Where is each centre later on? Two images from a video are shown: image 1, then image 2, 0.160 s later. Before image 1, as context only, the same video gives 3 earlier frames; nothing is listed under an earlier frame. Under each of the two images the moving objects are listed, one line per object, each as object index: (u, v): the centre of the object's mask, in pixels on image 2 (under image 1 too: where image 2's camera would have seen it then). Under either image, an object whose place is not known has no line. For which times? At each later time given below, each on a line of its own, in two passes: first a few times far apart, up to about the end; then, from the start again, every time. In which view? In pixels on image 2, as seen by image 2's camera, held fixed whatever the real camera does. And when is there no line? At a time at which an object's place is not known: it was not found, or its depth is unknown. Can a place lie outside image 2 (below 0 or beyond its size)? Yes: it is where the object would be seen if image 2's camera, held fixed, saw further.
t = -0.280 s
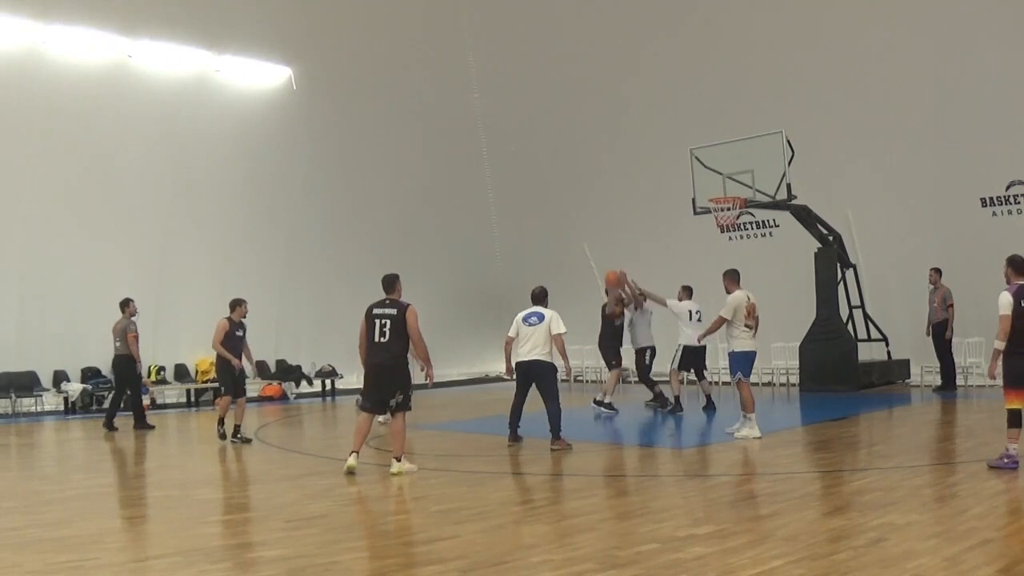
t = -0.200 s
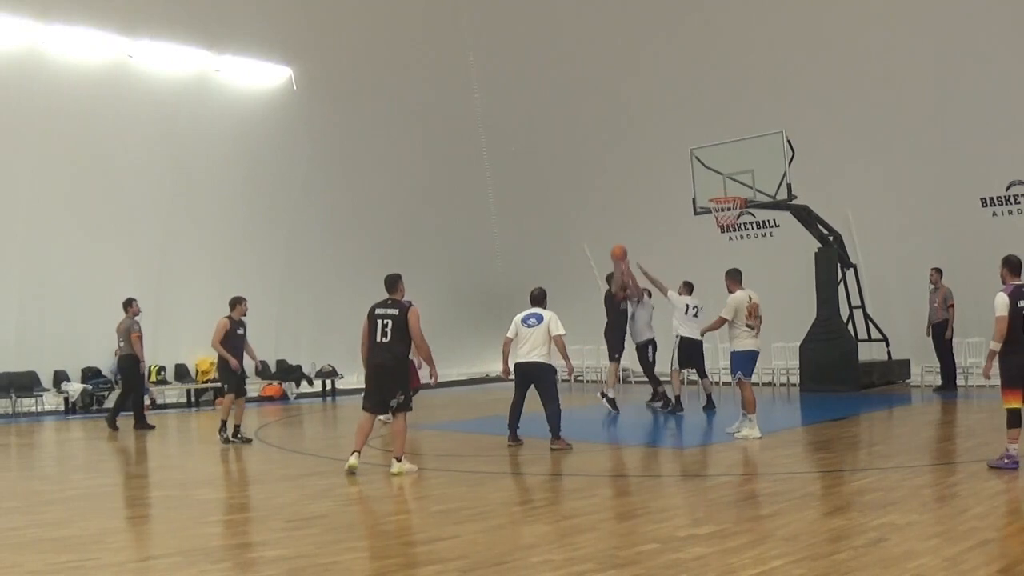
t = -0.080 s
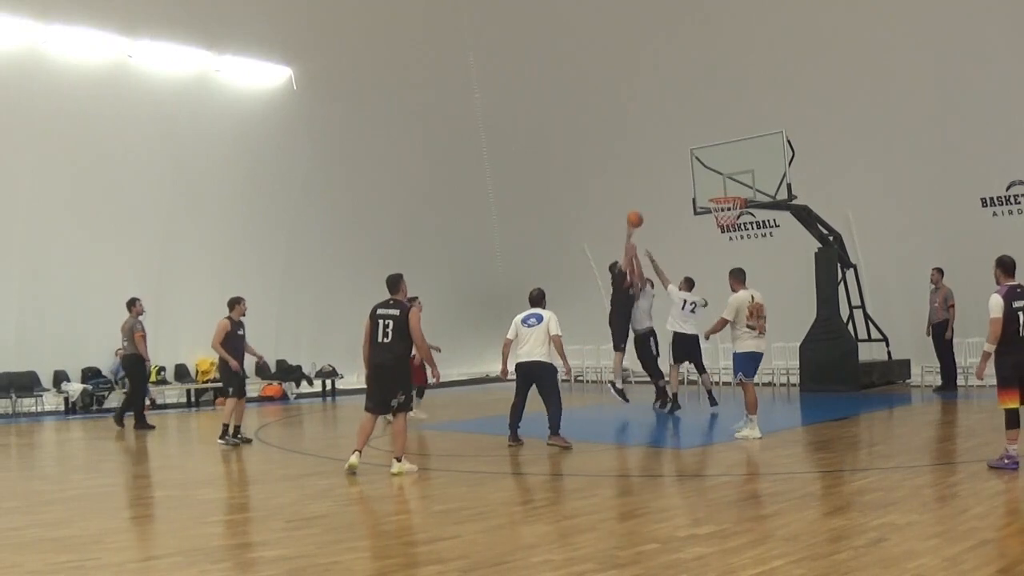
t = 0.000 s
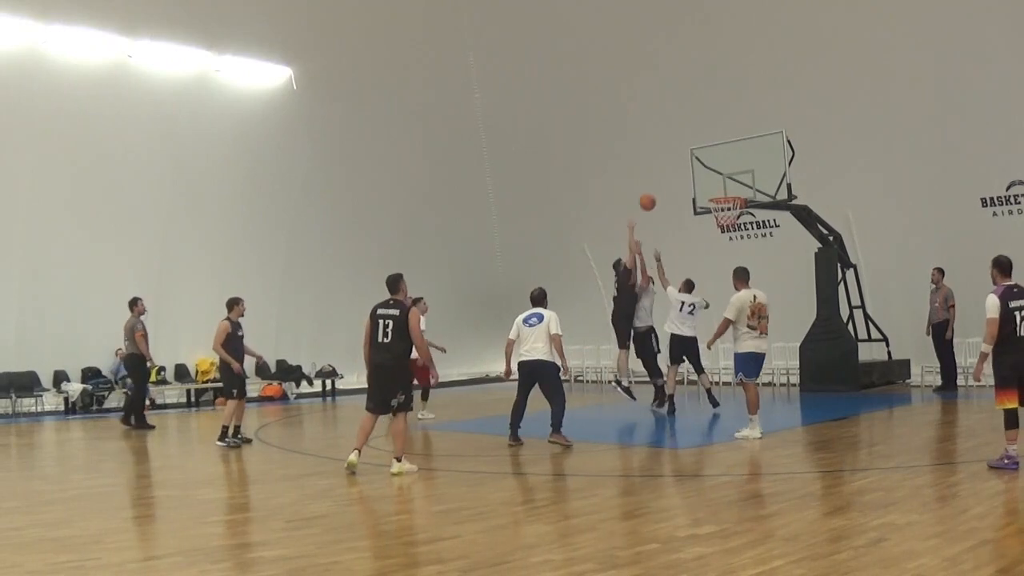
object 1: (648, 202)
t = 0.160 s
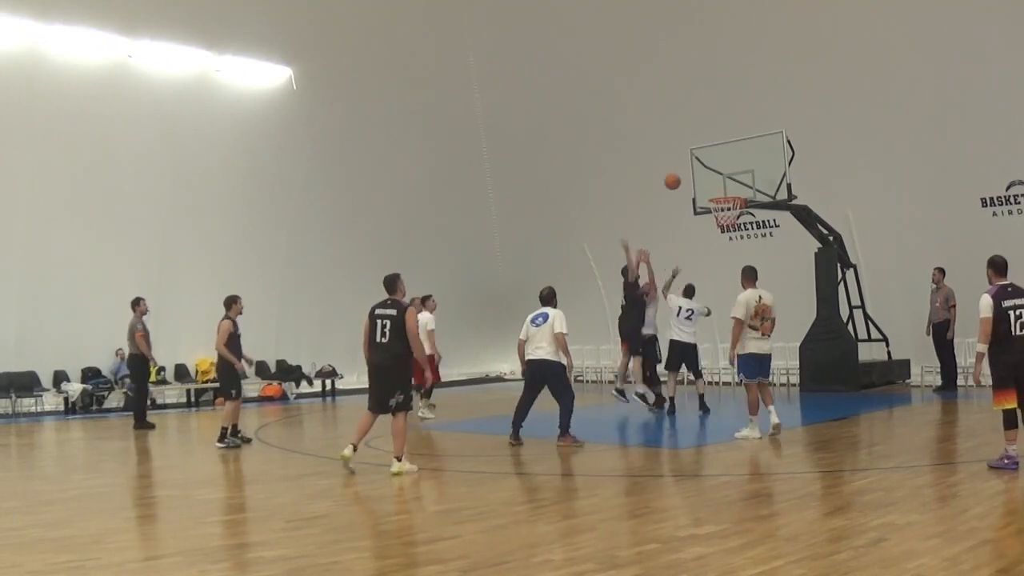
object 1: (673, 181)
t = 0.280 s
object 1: (691, 177)
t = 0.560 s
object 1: (729, 204)
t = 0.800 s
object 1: (735, 227)
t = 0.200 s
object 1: (679, 179)
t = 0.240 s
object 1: (685, 178)
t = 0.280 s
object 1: (691, 177)
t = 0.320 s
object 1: (698, 178)
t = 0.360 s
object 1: (704, 180)
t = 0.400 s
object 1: (710, 183)
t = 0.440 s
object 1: (716, 187)
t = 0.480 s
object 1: (723, 190)
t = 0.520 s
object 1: (729, 197)
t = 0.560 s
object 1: (729, 204)
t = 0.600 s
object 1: (735, 208)
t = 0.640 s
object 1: (736, 215)
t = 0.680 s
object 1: (736, 216)
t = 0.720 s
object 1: (735, 218)
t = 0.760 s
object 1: (735, 222)
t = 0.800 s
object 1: (735, 227)
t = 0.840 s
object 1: (733, 234)
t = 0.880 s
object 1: (733, 240)
